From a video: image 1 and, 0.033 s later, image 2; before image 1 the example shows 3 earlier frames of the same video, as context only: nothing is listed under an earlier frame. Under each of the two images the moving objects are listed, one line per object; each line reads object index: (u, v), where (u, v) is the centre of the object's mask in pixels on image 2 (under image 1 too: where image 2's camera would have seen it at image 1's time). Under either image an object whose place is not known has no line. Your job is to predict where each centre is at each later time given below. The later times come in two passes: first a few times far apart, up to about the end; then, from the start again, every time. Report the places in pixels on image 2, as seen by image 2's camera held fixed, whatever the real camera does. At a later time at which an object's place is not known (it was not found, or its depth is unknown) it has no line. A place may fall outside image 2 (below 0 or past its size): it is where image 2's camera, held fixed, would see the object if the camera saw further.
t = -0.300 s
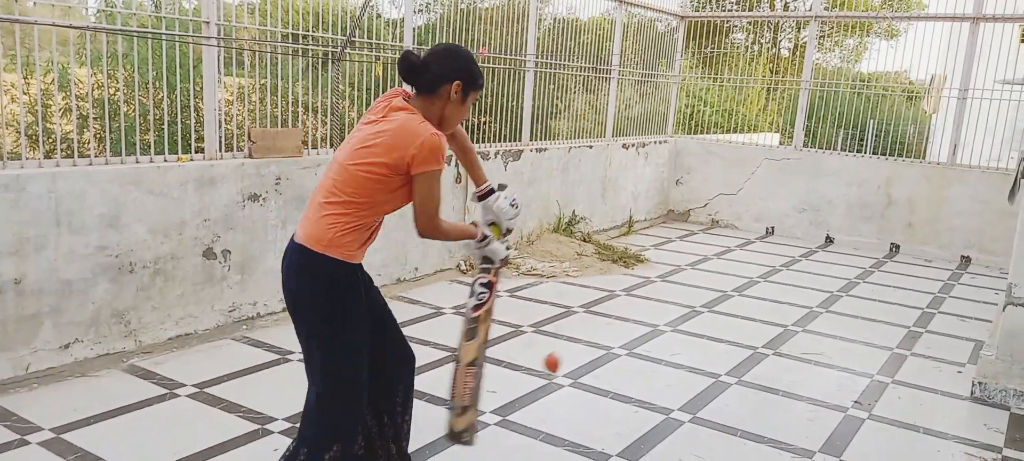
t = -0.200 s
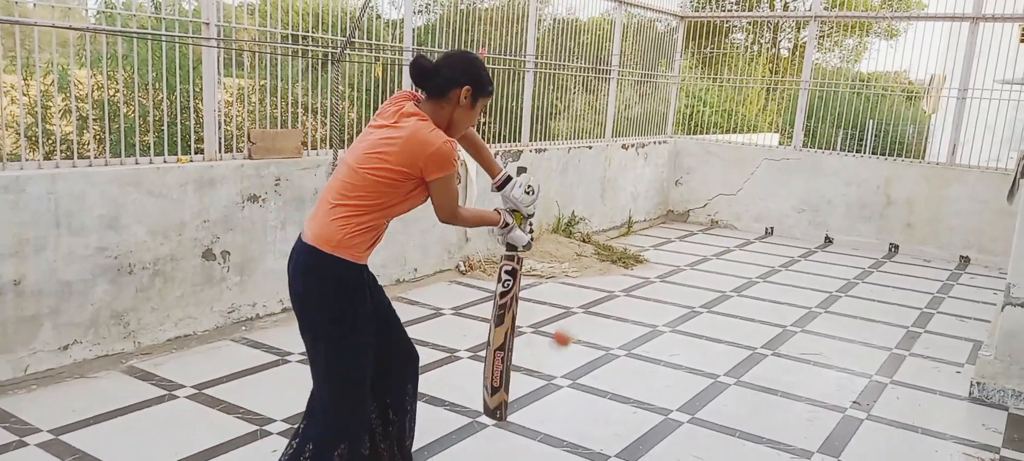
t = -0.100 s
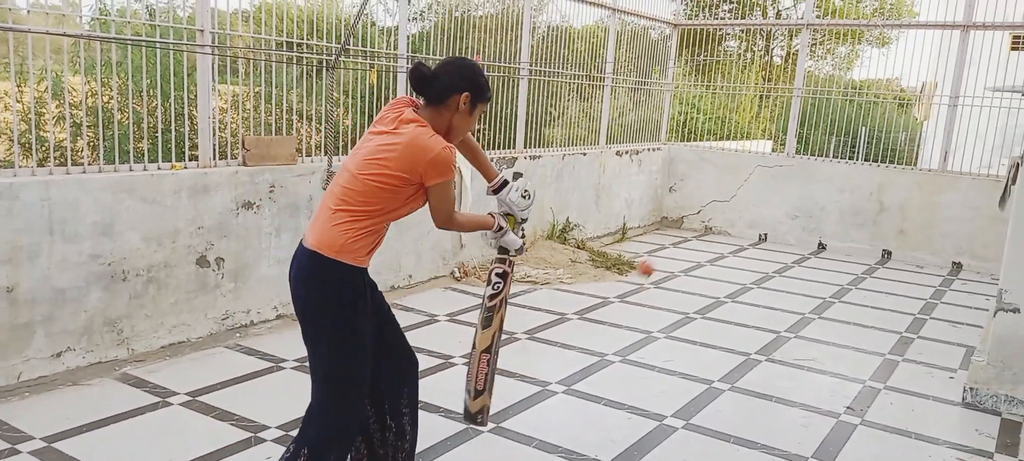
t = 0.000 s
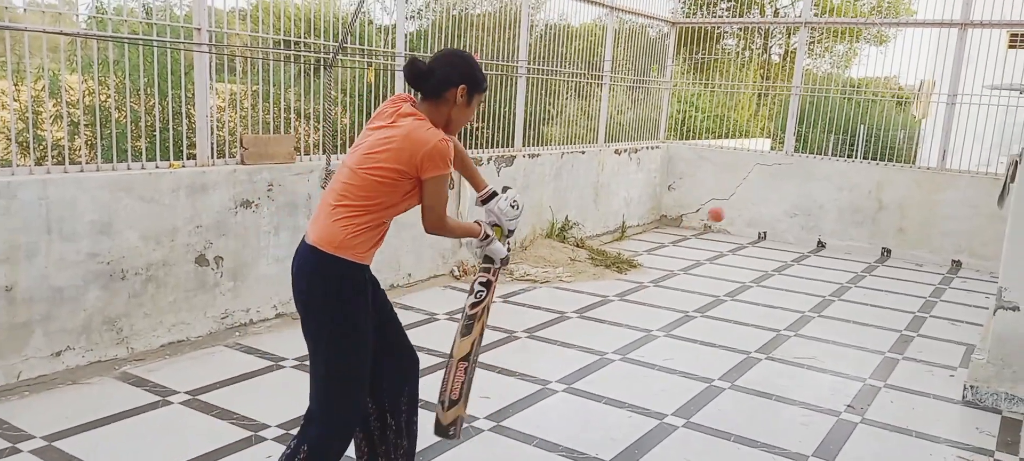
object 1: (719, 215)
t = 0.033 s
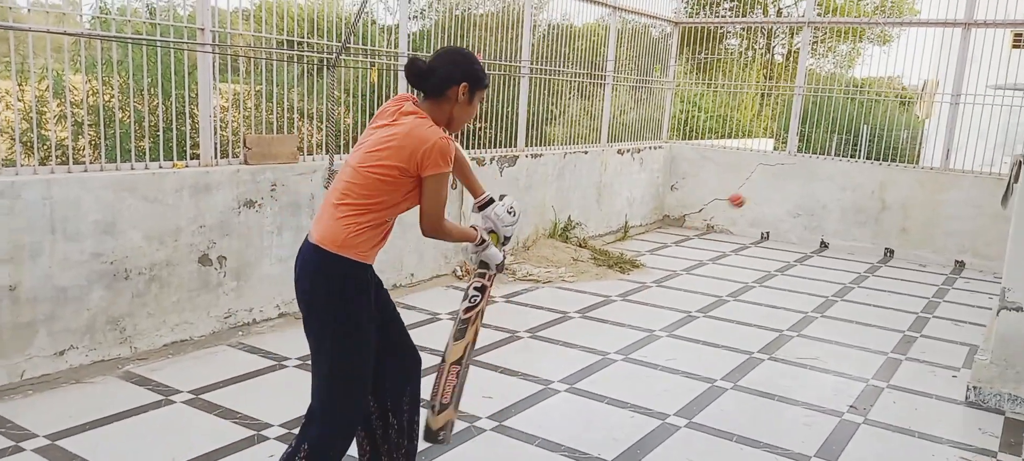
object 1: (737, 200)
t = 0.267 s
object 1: (827, 165)
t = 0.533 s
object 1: (845, 73)
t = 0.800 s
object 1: (854, 79)
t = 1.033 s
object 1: (842, 166)
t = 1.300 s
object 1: (730, 272)
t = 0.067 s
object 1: (753, 188)
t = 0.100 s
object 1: (769, 179)
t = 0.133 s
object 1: (783, 173)
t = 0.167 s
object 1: (796, 170)
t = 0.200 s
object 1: (808, 168)
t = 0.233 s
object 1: (819, 167)
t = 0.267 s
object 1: (827, 165)
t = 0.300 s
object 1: (831, 155)
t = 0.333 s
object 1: (835, 143)
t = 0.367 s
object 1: (836, 131)
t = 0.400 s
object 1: (838, 117)
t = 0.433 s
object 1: (840, 105)
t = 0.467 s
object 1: (842, 93)
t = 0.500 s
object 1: (844, 83)
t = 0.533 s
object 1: (845, 73)
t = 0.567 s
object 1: (847, 66)
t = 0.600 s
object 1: (848, 62)
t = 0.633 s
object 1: (850, 60)
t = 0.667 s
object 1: (851, 60)
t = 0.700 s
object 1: (852, 61)
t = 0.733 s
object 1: (852, 64)
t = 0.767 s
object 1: (853, 72)
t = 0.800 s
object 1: (854, 79)
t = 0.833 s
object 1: (854, 86)
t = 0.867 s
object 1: (854, 98)
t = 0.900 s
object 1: (854, 109)
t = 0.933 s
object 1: (853, 123)
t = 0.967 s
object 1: (851, 137)
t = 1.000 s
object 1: (849, 152)
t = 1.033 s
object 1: (842, 166)
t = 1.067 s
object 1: (834, 179)
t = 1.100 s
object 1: (824, 192)
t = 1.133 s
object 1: (813, 203)
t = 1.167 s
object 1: (799, 215)
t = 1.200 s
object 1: (784, 228)
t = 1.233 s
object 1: (768, 241)
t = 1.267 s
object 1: (749, 257)
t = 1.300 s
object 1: (730, 272)
